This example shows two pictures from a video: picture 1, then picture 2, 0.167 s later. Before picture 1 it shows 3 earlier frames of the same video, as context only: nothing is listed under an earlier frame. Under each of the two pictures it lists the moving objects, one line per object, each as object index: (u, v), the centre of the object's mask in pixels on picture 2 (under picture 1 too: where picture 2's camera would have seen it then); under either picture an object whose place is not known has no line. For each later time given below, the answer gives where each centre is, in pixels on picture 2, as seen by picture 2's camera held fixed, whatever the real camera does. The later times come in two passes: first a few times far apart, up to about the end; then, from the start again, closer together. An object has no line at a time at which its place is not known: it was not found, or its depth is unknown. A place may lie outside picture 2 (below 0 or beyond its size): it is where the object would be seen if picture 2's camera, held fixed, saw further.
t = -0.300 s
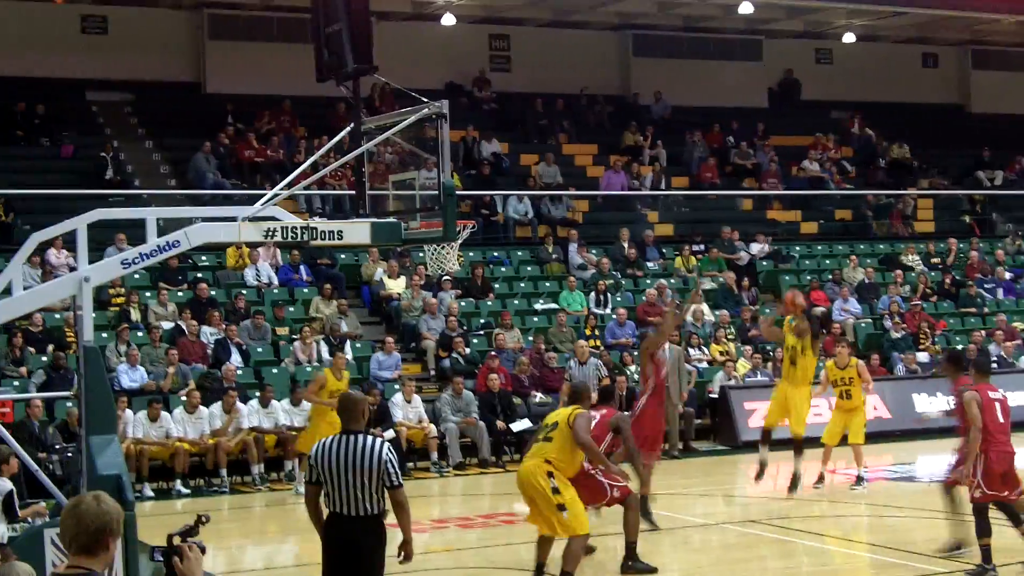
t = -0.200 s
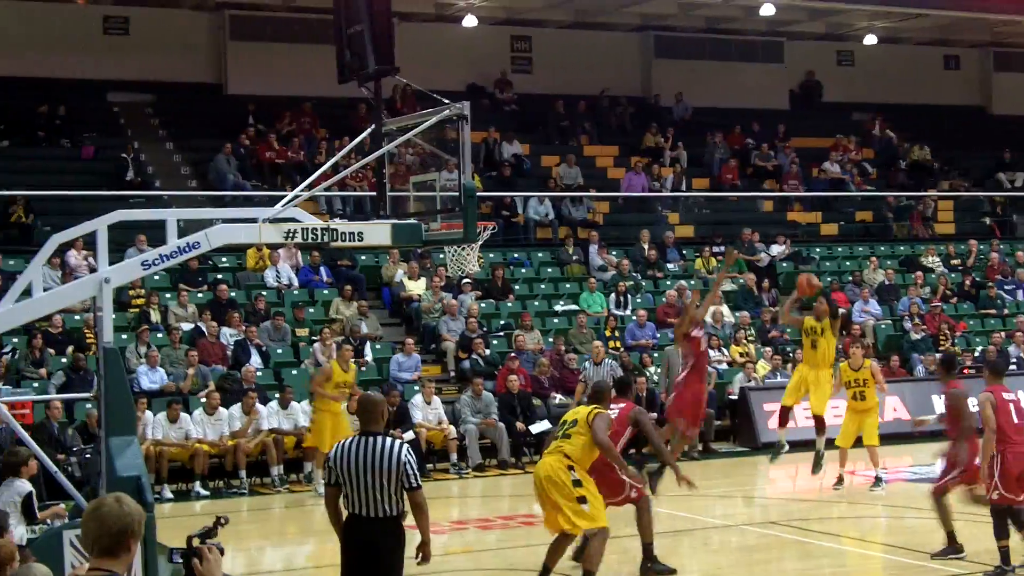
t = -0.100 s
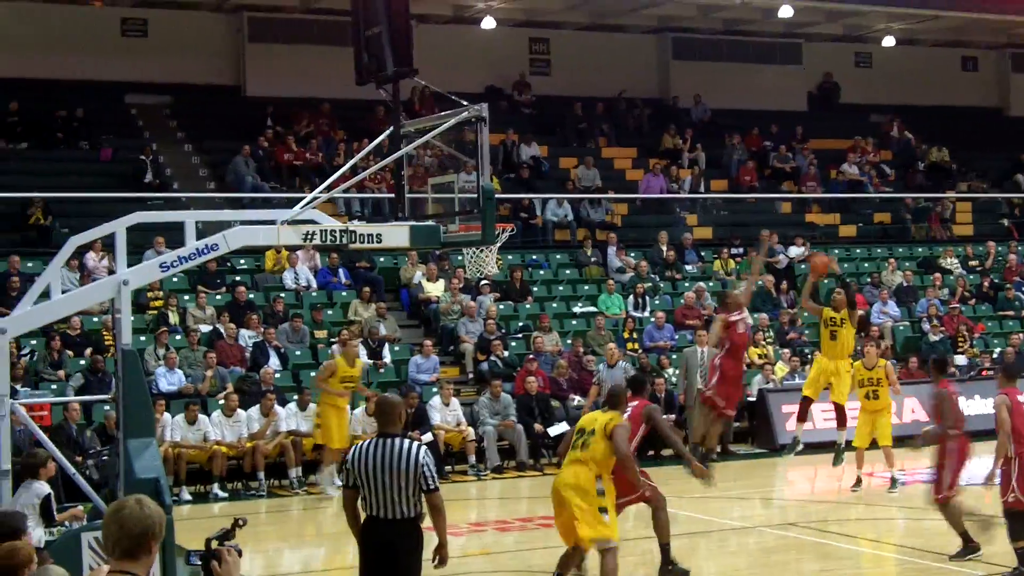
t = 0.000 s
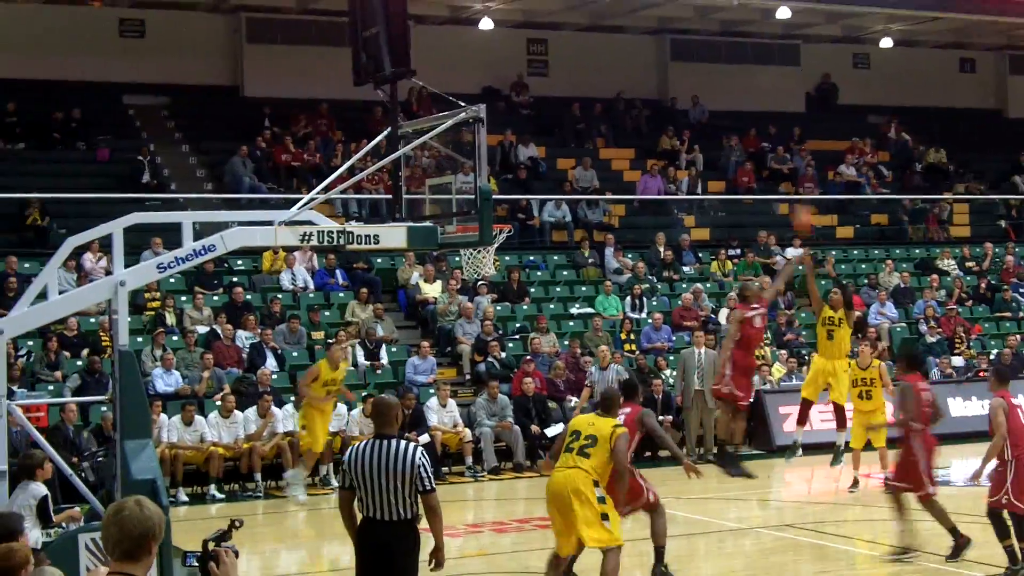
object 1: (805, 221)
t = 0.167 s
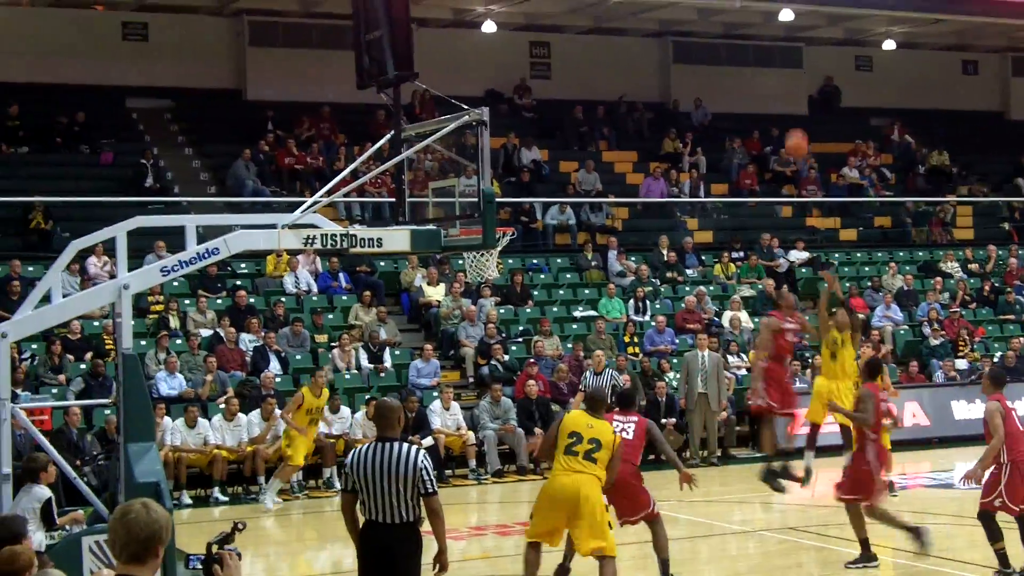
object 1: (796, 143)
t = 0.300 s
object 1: (789, 100)
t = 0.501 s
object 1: (778, 61)
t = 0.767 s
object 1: (765, 68)
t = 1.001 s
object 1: (755, 139)
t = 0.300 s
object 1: (789, 100)
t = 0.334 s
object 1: (787, 91)
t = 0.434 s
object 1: (782, 70)
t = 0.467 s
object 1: (780, 64)
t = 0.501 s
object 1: (778, 61)
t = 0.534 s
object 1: (777, 58)
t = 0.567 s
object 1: (775, 57)
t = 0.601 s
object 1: (774, 55)
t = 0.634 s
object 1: (772, 55)
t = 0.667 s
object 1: (770, 57)
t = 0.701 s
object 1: (768, 60)
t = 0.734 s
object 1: (767, 63)
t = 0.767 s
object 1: (765, 68)
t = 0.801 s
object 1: (764, 76)
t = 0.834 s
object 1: (762, 83)
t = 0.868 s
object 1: (760, 92)
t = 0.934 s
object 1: (758, 113)
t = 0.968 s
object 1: (755, 127)
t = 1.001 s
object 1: (755, 139)
